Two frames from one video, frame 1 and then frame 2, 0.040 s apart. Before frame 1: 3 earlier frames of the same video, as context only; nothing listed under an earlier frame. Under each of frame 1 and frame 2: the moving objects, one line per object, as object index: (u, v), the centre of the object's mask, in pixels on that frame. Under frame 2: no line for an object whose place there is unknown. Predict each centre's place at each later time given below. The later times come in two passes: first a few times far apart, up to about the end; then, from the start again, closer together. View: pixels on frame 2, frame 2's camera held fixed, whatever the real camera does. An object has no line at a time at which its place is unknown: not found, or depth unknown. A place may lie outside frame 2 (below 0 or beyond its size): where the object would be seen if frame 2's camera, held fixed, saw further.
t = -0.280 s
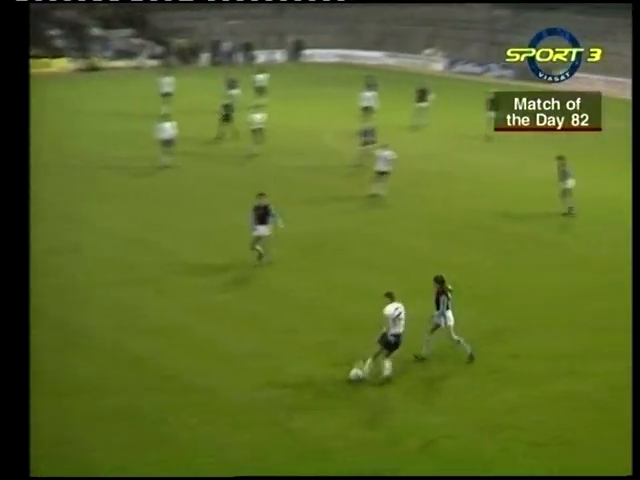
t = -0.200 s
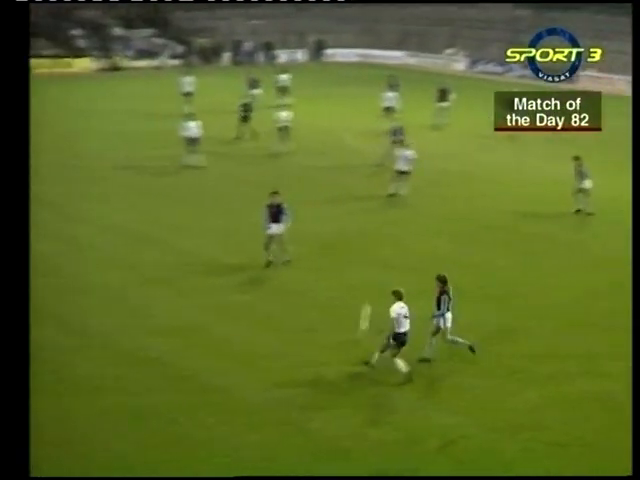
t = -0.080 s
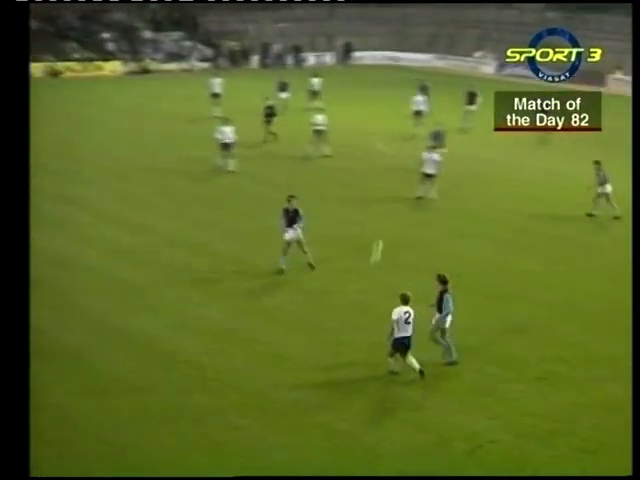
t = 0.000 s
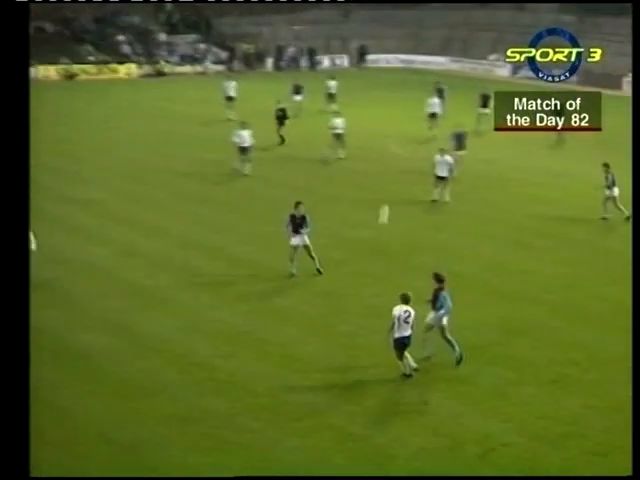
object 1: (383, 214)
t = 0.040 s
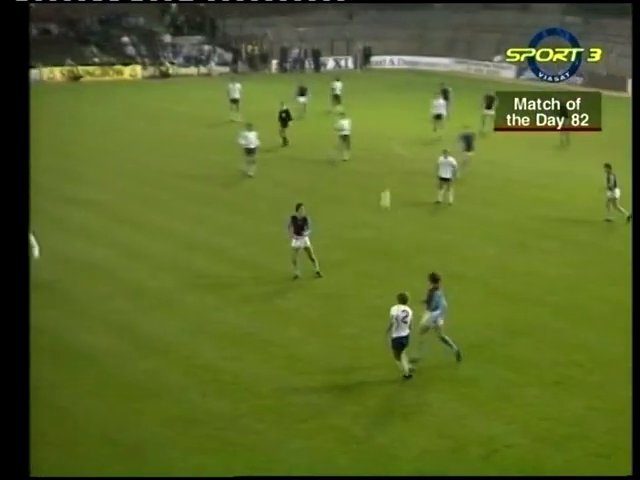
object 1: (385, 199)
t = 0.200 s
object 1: (378, 143)
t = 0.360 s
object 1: (378, 104)
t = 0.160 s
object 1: (379, 155)
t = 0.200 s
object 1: (378, 143)
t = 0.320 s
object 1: (379, 111)
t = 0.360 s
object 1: (378, 104)
